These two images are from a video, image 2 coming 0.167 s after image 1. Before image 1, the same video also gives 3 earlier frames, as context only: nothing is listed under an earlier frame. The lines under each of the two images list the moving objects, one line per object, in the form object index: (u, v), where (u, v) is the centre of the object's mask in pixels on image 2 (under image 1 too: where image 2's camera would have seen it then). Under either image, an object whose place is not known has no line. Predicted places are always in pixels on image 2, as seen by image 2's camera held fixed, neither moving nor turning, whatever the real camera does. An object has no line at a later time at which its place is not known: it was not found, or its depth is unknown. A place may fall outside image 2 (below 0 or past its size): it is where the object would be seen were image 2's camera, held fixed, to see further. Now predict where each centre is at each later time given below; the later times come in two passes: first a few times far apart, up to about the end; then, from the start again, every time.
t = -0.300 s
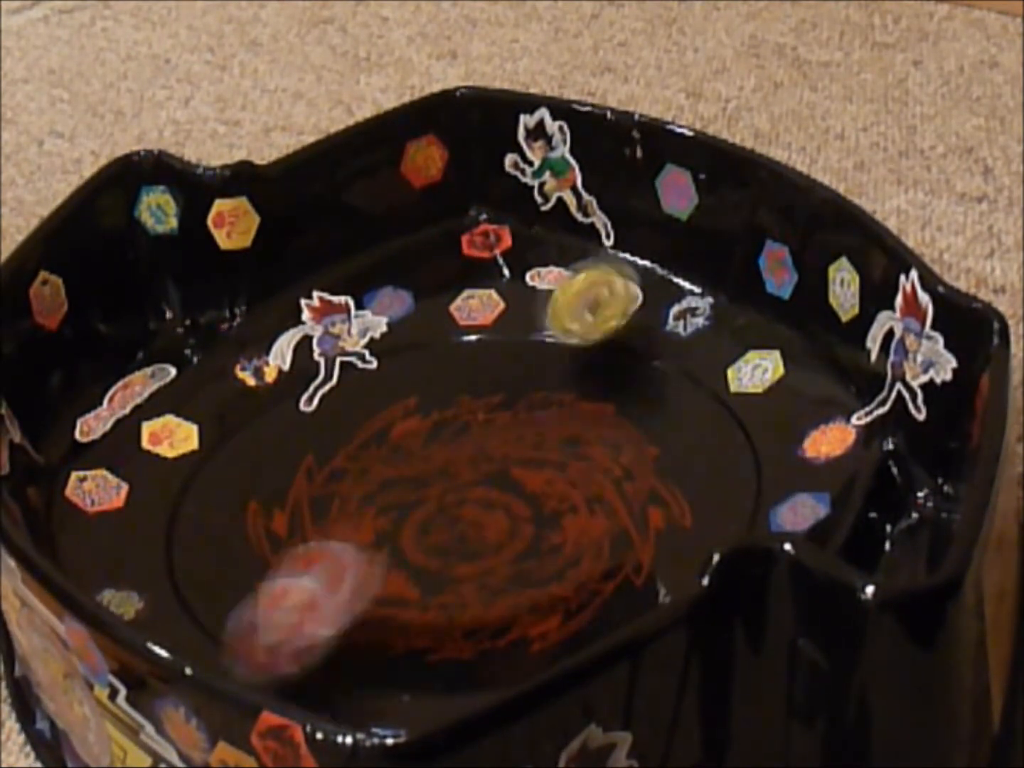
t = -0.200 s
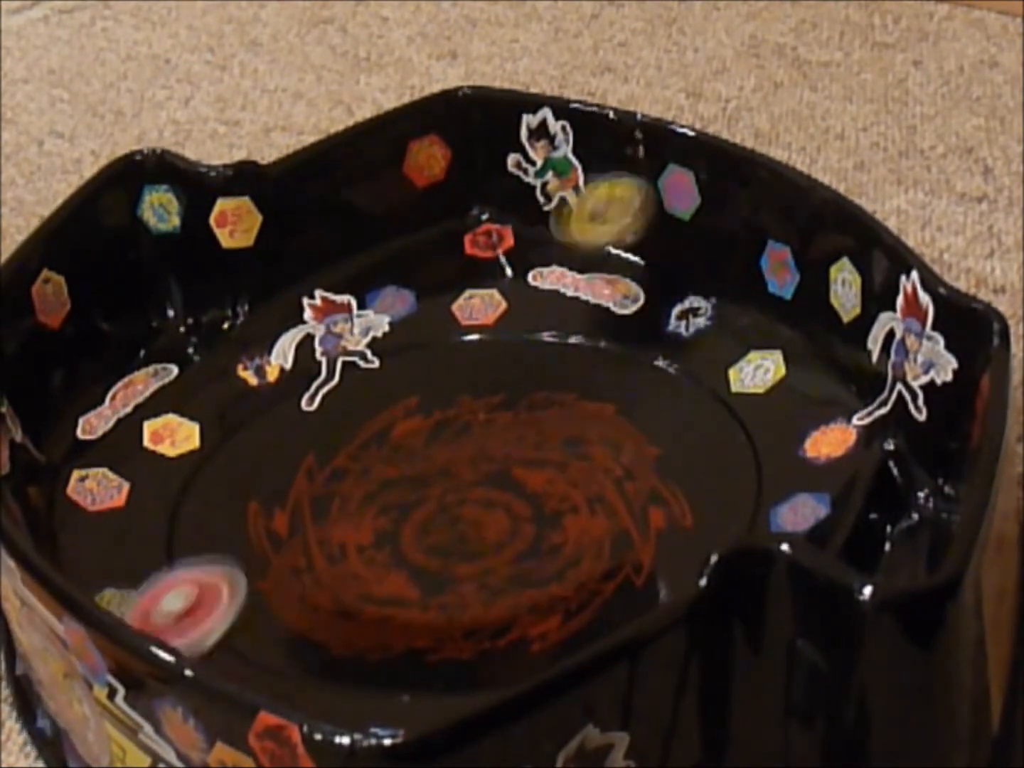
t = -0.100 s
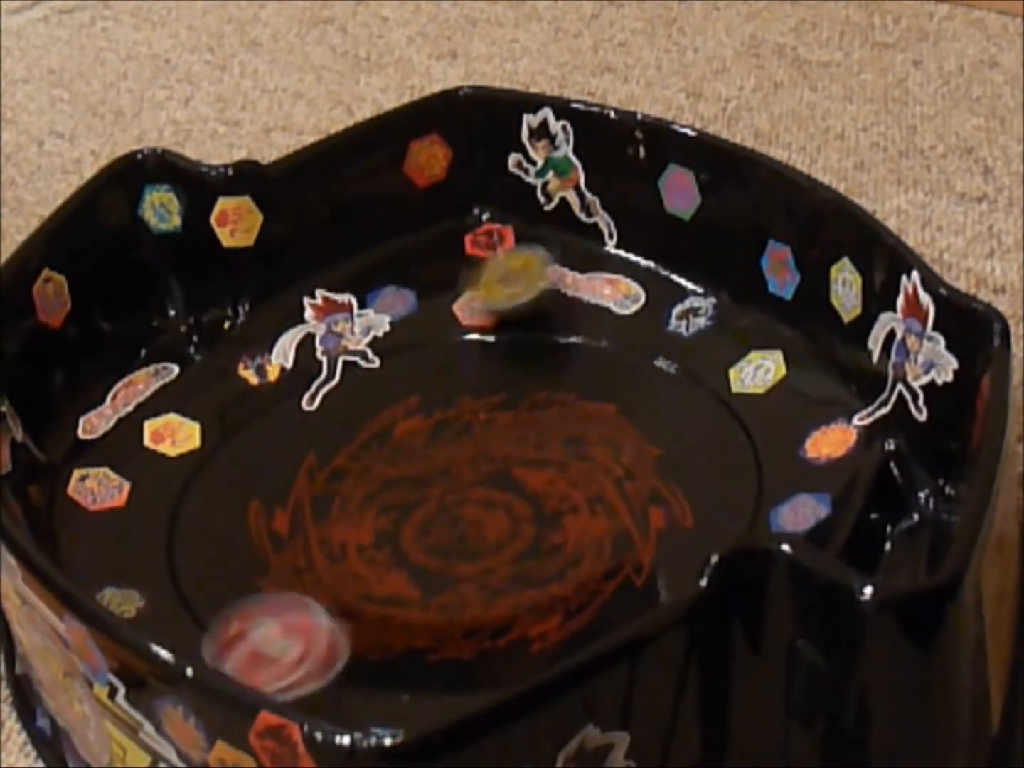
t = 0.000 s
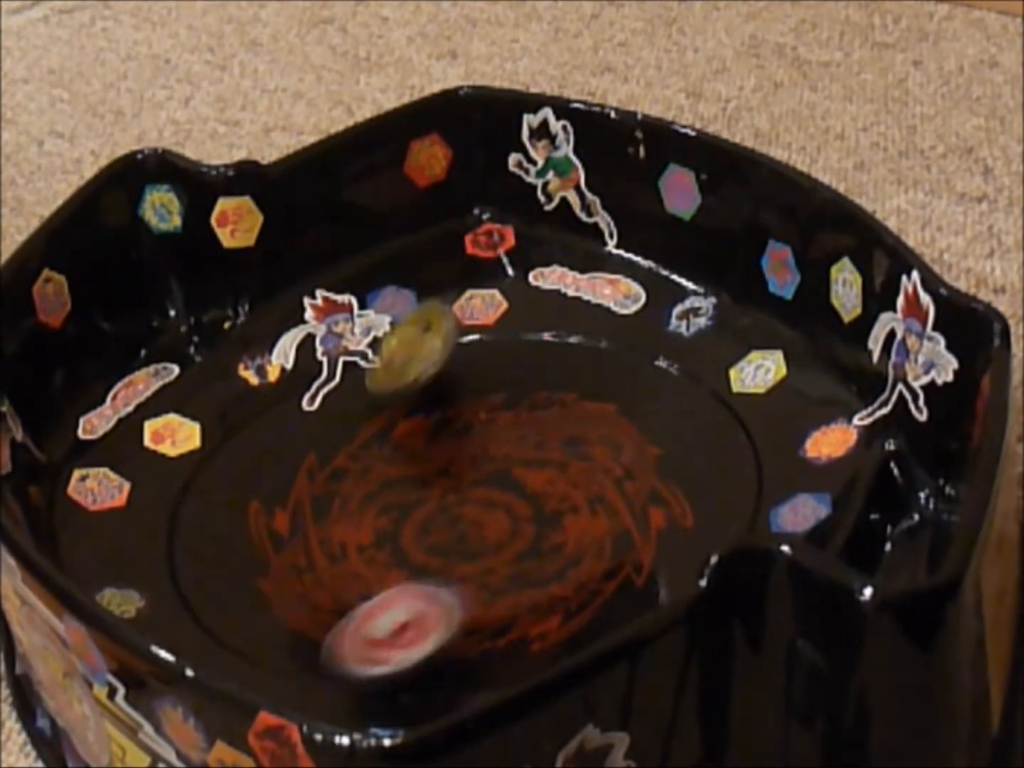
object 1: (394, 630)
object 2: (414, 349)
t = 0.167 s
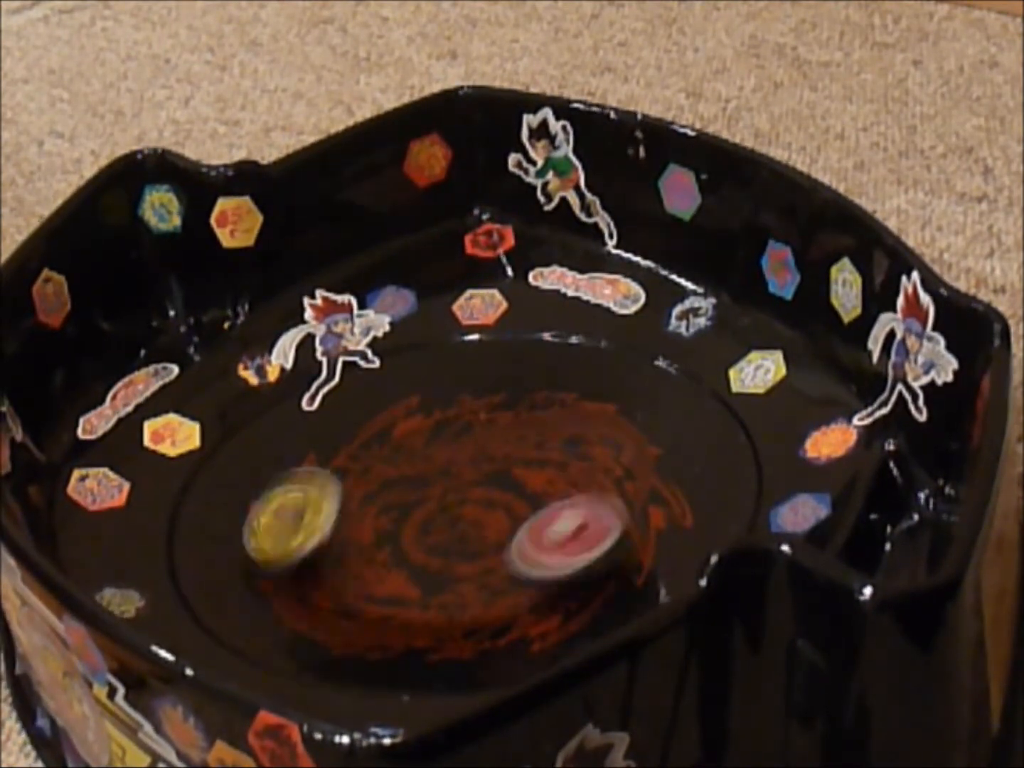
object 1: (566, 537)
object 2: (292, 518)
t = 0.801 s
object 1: (388, 448)
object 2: (667, 433)
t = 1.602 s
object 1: (487, 506)
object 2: (325, 469)
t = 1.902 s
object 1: (494, 444)
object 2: (379, 470)
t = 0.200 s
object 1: (585, 515)
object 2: (286, 557)
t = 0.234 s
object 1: (598, 494)
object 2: (291, 584)
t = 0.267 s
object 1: (606, 475)
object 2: (308, 613)
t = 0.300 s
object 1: (606, 459)
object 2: (332, 633)
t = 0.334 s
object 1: (600, 446)
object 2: (370, 652)
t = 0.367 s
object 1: (589, 437)
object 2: (416, 651)
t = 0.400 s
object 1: (577, 431)
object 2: (462, 651)
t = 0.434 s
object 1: (561, 426)
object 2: (507, 640)
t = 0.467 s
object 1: (545, 424)
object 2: (549, 622)
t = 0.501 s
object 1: (529, 424)
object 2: (583, 601)
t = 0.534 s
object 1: (512, 423)
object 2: (614, 580)
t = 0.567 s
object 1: (495, 425)
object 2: (641, 554)
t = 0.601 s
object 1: (479, 427)
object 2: (665, 531)
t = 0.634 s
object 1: (464, 428)
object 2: (679, 510)
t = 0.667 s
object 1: (448, 431)
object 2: (689, 487)
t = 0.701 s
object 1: (433, 435)
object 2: (693, 465)
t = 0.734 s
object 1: (419, 439)
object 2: (690, 452)
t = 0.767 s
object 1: (403, 442)
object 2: (682, 441)
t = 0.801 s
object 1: (388, 448)
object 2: (667, 433)
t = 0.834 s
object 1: (374, 453)
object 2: (652, 428)
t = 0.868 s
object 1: (360, 460)
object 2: (635, 427)
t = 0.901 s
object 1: (347, 467)
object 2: (615, 429)
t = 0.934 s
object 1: (337, 475)
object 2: (588, 434)
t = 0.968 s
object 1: (329, 485)
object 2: (565, 436)
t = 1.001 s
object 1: (323, 495)
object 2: (543, 439)
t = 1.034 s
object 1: (320, 504)
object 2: (521, 443)
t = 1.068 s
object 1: (319, 514)
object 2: (501, 444)
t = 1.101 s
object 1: (320, 525)
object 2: (485, 445)
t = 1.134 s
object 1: (325, 534)
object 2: (474, 446)
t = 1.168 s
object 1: (334, 543)
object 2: (460, 448)
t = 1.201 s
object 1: (345, 550)
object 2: (446, 451)
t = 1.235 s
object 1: (359, 556)
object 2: (431, 454)
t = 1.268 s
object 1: (375, 562)
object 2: (418, 457)
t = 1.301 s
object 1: (392, 562)
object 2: (404, 460)
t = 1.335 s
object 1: (409, 560)
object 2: (387, 463)
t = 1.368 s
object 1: (425, 557)
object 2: (374, 465)
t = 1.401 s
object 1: (438, 551)
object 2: (362, 465)
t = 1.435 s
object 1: (449, 544)
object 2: (351, 465)
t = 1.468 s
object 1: (458, 537)
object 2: (340, 465)
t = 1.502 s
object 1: (468, 529)
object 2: (331, 466)
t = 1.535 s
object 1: (476, 521)
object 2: (325, 467)
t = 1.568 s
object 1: (482, 514)
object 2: (324, 468)
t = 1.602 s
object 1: (487, 506)
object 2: (325, 469)
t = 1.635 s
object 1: (491, 499)
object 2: (329, 471)
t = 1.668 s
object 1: (493, 491)
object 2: (335, 473)
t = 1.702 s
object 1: (495, 484)
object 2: (341, 475)
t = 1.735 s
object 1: (495, 476)
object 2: (348, 476)
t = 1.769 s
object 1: (494, 469)
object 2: (355, 476)
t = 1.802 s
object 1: (493, 463)
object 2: (363, 477)
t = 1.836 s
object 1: (492, 457)
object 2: (370, 476)
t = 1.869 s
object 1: (490, 452)
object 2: (377, 474)
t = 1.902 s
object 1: (494, 444)
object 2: (379, 470)
